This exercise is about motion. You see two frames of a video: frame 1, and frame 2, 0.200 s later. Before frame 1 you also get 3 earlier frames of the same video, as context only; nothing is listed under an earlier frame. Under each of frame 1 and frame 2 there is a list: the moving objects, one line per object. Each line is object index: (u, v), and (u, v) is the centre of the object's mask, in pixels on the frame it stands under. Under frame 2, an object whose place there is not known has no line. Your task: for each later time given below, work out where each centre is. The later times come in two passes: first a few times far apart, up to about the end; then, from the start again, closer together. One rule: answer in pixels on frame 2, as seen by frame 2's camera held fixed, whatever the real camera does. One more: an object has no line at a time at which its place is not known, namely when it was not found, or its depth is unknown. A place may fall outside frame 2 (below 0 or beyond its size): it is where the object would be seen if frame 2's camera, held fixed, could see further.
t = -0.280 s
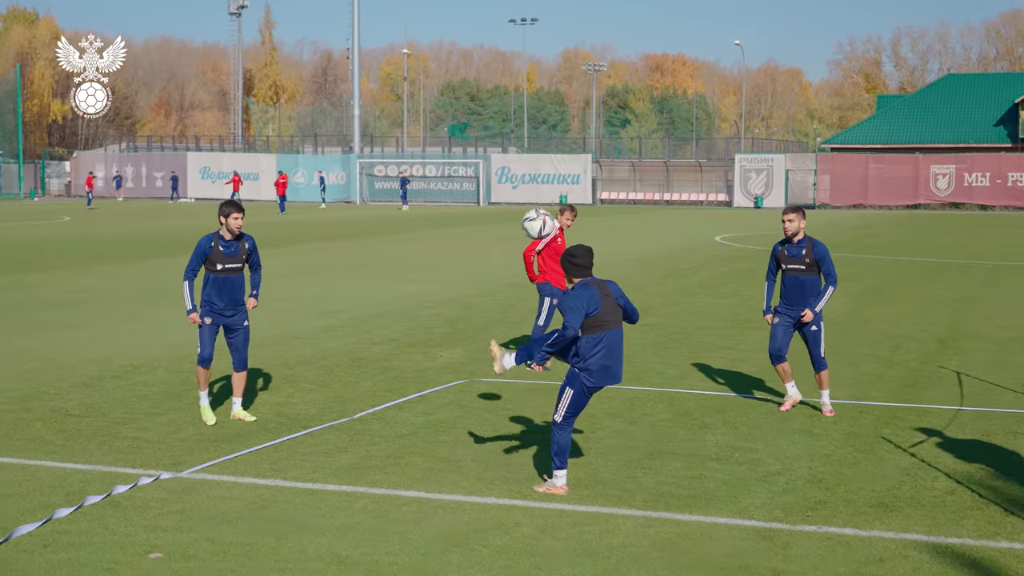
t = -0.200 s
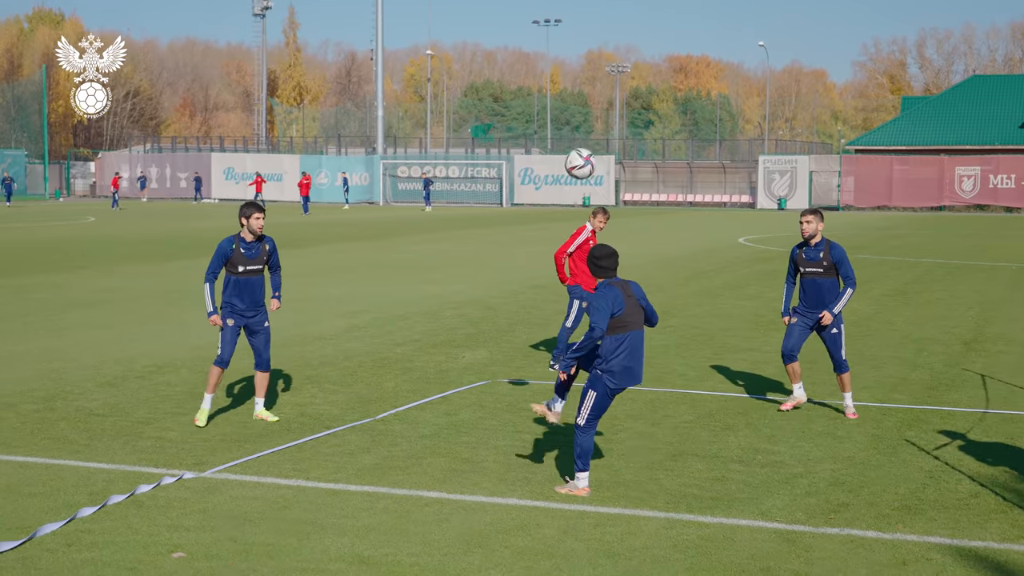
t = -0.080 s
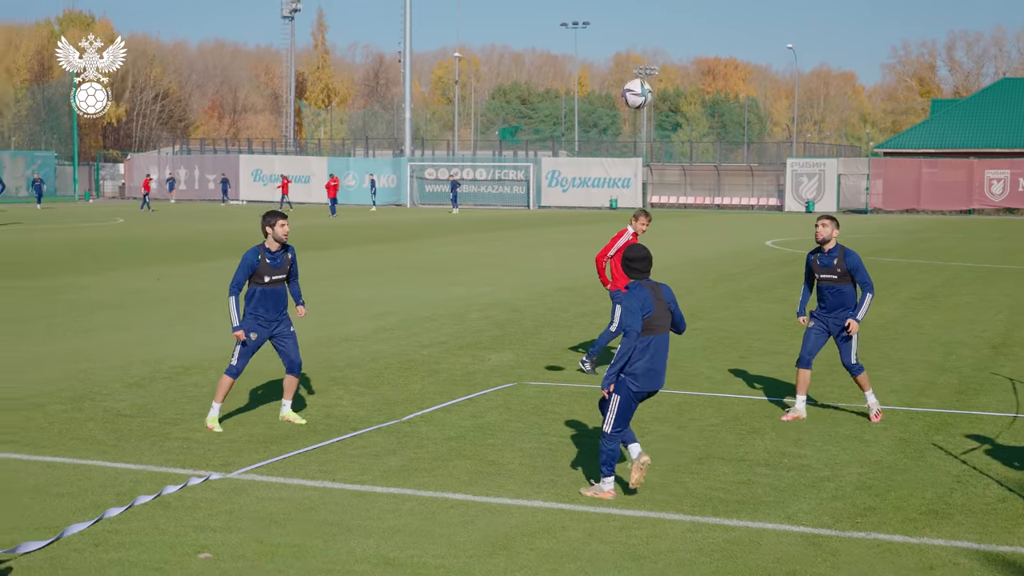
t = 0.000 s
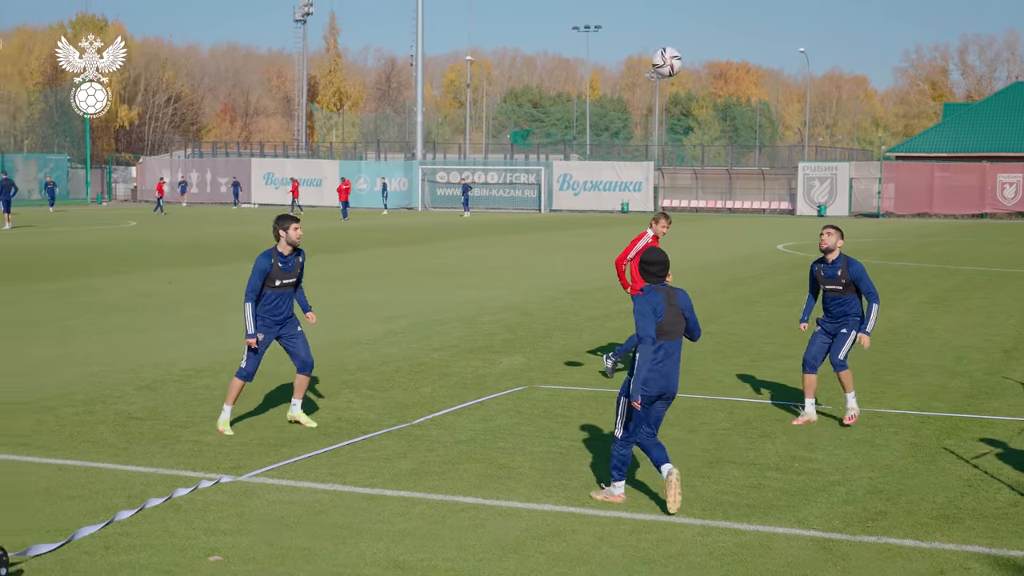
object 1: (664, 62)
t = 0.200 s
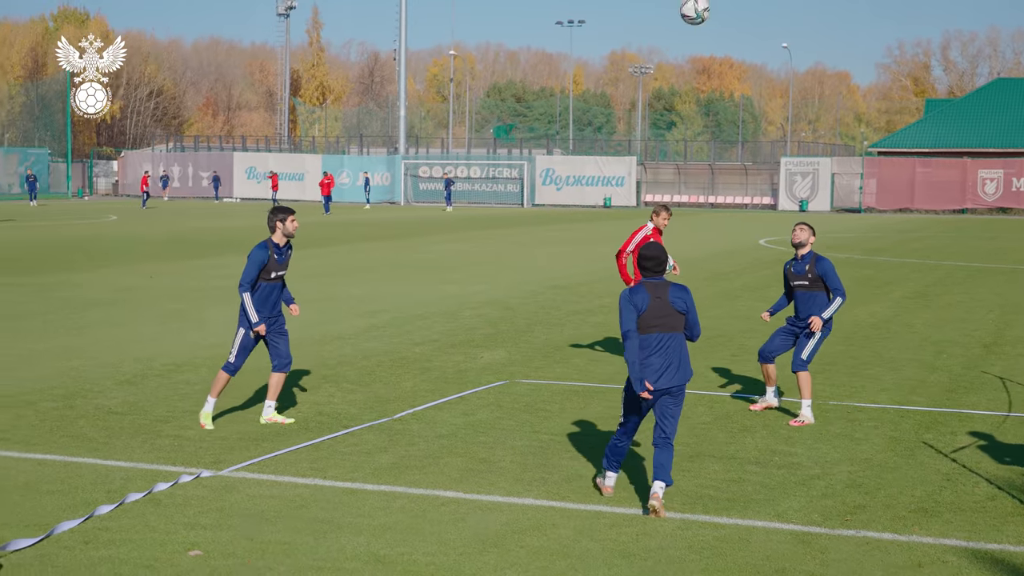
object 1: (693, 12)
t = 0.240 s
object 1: (703, 10)
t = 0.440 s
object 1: (744, 25)
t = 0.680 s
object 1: (785, 108)
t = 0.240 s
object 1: (703, 10)
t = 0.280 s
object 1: (711, 10)
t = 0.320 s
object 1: (718, 10)
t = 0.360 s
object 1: (727, 12)
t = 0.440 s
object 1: (744, 25)
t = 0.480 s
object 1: (752, 34)
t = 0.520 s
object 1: (760, 46)
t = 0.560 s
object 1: (766, 58)
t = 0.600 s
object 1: (772, 74)
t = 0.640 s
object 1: (779, 90)
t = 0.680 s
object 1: (785, 108)
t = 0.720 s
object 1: (783, 128)
